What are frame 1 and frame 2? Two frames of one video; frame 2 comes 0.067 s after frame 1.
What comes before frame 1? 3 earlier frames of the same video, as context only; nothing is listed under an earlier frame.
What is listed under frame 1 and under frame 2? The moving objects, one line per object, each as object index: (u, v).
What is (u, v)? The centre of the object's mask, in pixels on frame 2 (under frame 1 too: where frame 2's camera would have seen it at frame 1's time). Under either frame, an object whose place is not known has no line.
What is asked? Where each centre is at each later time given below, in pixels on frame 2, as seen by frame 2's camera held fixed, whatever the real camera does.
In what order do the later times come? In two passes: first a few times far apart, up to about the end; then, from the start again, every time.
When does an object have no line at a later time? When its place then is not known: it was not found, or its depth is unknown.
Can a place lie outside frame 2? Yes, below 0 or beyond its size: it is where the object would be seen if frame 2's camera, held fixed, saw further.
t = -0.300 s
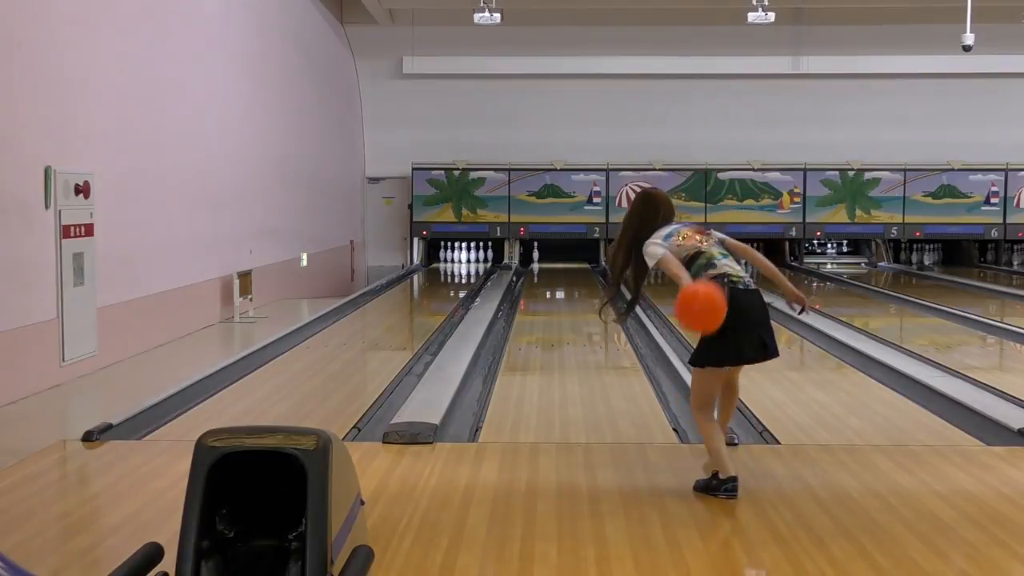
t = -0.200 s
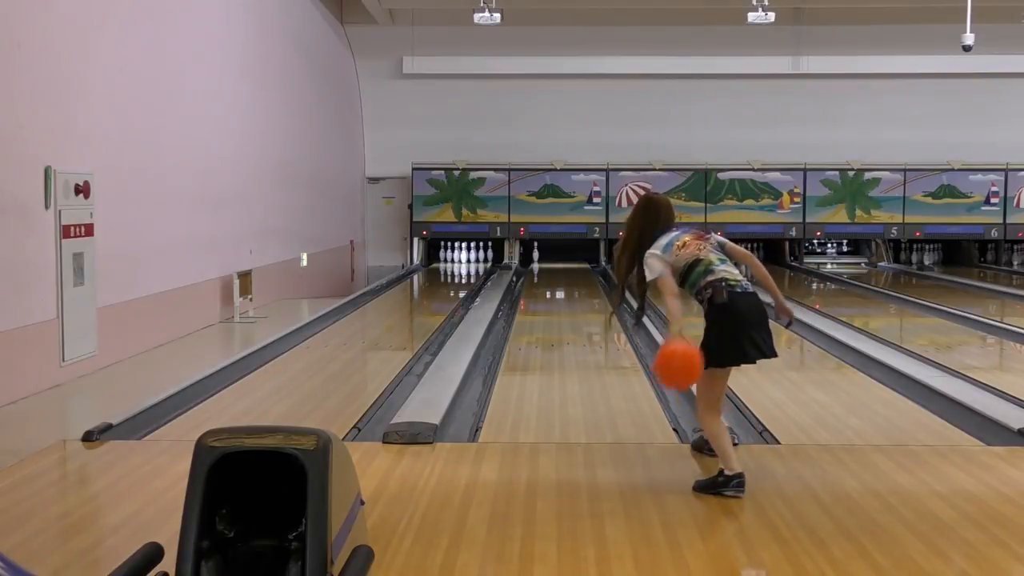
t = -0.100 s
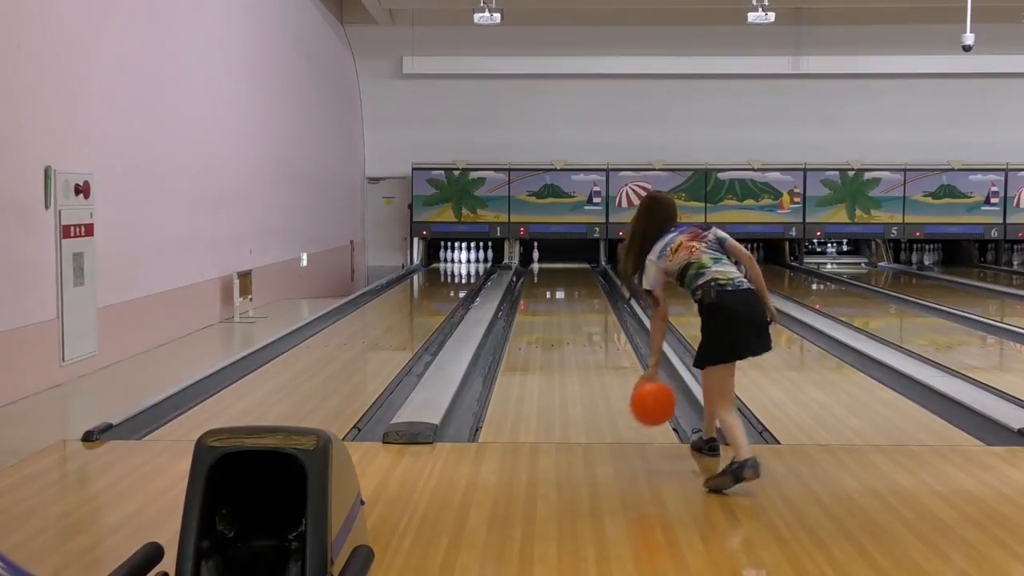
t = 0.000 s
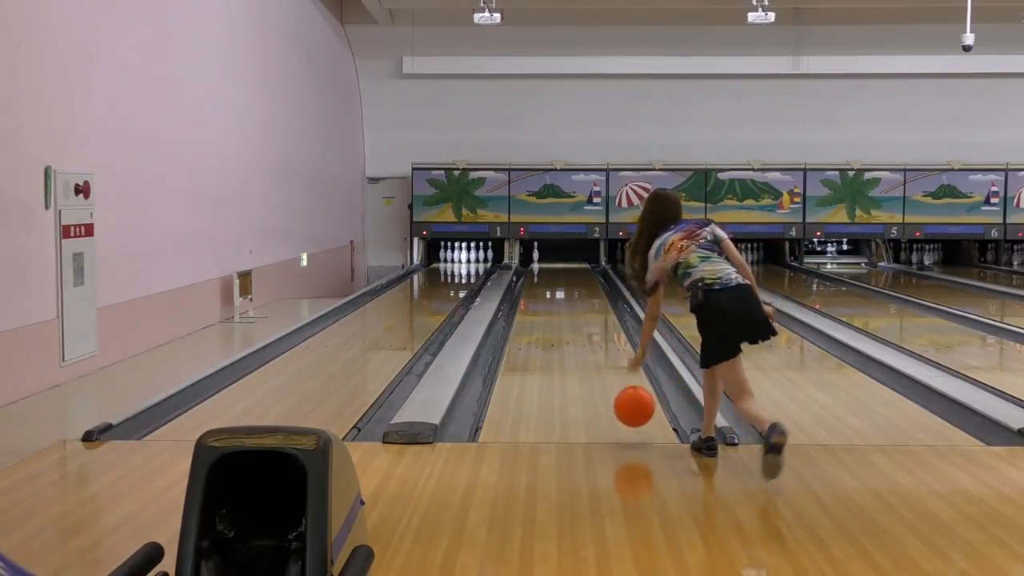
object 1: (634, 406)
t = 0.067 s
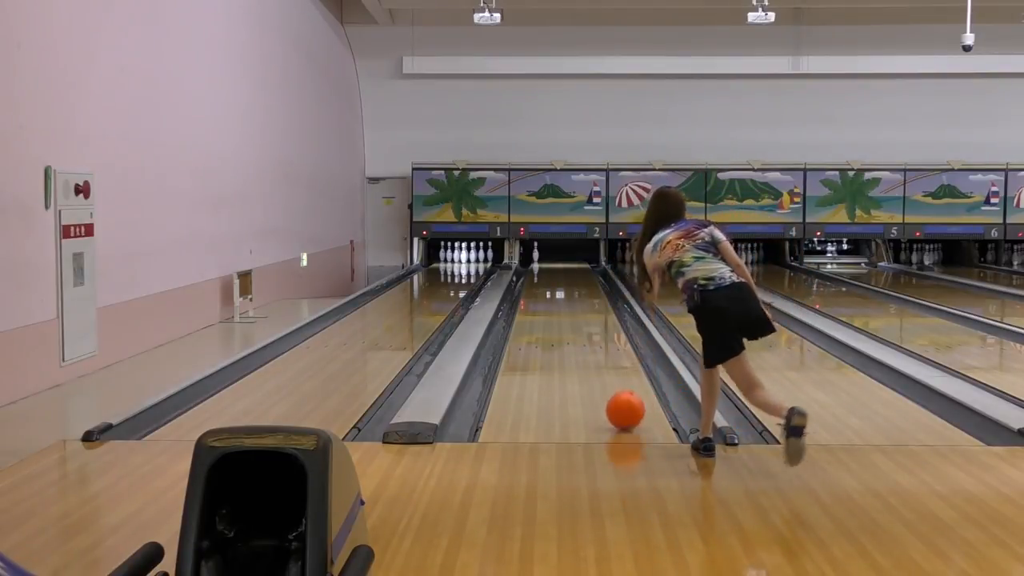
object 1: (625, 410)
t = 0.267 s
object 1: (604, 378)
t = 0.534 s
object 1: (585, 347)
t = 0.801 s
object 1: (572, 326)
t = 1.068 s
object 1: (561, 309)
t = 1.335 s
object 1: (554, 297)
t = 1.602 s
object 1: (548, 287)
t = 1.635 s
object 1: (548, 286)
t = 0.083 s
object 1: (623, 407)
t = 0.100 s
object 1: (621, 404)
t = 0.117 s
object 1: (619, 401)
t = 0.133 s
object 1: (618, 399)
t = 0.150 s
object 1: (616, 396)
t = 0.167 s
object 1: (614, 393)
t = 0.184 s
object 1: (612, 390)
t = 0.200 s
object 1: (610, 388)
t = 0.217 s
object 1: (609, 385)
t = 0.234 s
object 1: (607, 383)
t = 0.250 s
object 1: (606, 380)
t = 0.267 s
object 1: (604, 378)
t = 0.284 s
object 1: (603, 375)
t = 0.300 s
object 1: (601, 373)
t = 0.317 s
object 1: (600, 370)
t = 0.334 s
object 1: (599, 369)
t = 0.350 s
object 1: (598, 367)
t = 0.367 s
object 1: (596, 365)
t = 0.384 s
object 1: (595, 363)
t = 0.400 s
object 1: (594, 361)
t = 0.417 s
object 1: (593, 359)
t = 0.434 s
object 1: (591, 358)
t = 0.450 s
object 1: (590, 356)
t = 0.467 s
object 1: (589, 354)
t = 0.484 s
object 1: (588, 352)
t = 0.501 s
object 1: (587, 350)
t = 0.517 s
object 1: (586, 349)
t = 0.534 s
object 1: (585, 347)
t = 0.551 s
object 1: (584, 346)
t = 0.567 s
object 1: (583, 344)
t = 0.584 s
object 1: (582, 343)
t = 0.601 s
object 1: (581, 341)
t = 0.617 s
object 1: (580, 340)
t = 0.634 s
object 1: (580, 338)
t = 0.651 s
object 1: (579, 337)
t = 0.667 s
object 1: (578, 336)
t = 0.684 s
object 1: (577, 334)
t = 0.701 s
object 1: (576, 333)
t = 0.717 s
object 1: (575, 332)
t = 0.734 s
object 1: (574, 331)
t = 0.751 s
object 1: (573, 329)
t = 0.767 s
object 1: (573, 328)
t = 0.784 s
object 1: (572, 327)
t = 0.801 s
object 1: (572, 326)
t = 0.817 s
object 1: (571, 325)
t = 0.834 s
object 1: (571, 324)
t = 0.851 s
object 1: (570, 323)
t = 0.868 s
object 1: (569, 321)
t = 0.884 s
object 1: (568, 320)
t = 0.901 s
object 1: (568, 319)
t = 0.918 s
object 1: (567, 318)
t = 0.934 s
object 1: (566, 317)
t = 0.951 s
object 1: (565, 316)
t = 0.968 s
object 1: (565, 315)
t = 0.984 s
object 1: (564, 314)
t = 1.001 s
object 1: (564, 313)
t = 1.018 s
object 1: (563, 312)
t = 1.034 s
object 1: (563, 311)
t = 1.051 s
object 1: (562, 310)
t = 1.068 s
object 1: (561, 309)
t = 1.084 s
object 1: (561, 309)
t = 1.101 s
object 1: (560, 308)
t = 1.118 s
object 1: (560, 307)
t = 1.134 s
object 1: (559, 306)
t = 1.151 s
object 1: (559, 306)
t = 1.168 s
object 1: (559, 305)
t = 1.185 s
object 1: (558, 304)
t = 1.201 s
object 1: (558, 303)
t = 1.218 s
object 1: (557, 302)
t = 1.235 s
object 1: (557, 301)
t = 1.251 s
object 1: (556, 301)
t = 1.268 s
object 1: (556, 300)
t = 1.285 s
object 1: (555, 299)
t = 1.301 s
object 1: (555, 298)
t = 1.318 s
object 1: (554, 298)
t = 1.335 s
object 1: (554, 297)
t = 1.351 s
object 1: (554, 296)
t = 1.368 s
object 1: (553, 295)
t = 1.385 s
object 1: (553, 295)
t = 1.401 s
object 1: (553, 294)
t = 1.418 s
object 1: (552, 294)
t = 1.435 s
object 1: (552, 293)
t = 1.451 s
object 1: (551, 292)
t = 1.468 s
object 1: (551, 291)
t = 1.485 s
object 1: (550, 291)
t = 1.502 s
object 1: (550, 290)
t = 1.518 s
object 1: (549, 290)
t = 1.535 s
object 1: (549, 289)
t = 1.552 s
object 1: (549, 289)
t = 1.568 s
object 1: (549, 288)
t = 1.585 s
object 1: (548, 288)
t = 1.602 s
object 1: (548, 287)
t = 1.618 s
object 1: (548, 286)
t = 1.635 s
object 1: (548, 286)
